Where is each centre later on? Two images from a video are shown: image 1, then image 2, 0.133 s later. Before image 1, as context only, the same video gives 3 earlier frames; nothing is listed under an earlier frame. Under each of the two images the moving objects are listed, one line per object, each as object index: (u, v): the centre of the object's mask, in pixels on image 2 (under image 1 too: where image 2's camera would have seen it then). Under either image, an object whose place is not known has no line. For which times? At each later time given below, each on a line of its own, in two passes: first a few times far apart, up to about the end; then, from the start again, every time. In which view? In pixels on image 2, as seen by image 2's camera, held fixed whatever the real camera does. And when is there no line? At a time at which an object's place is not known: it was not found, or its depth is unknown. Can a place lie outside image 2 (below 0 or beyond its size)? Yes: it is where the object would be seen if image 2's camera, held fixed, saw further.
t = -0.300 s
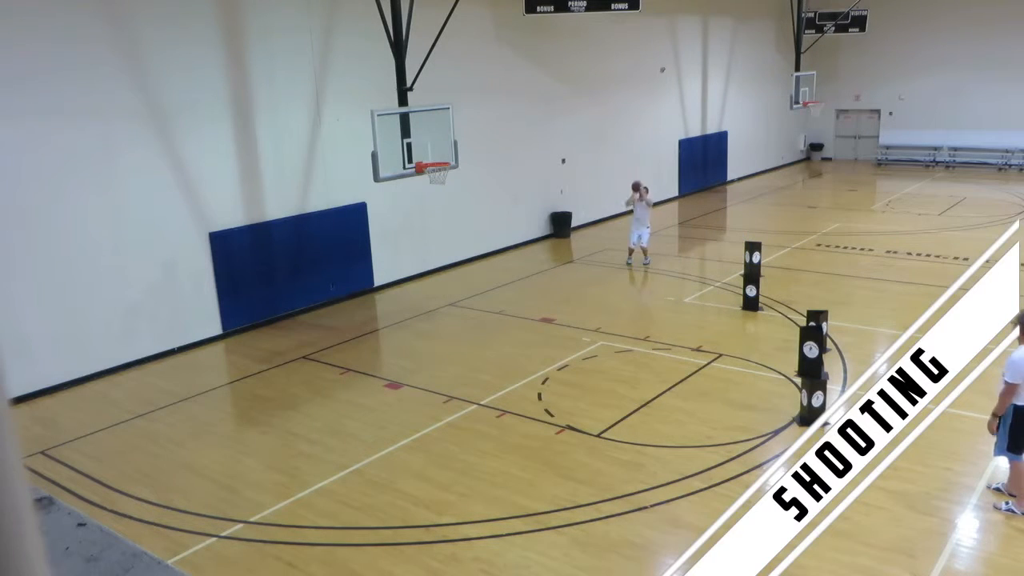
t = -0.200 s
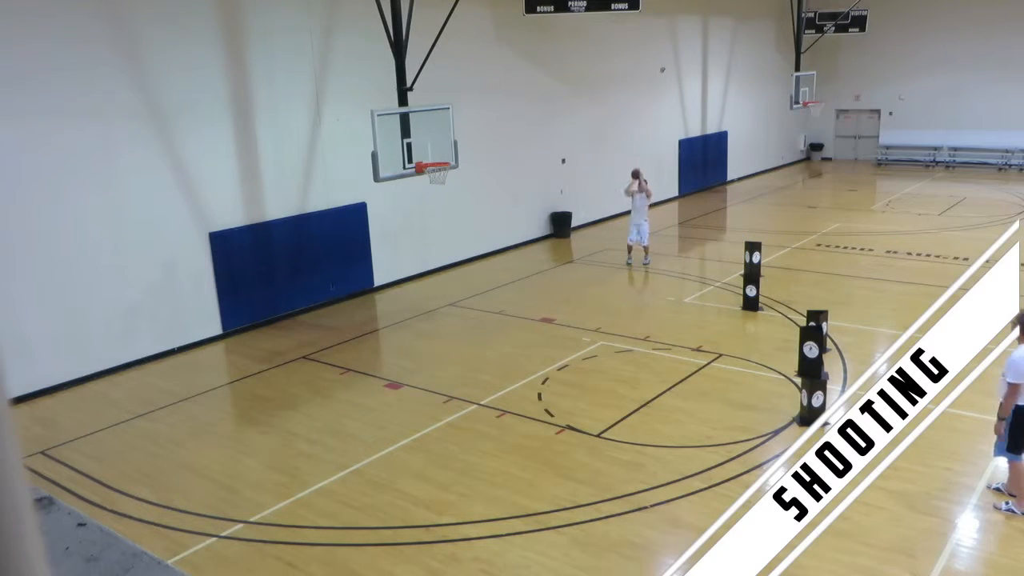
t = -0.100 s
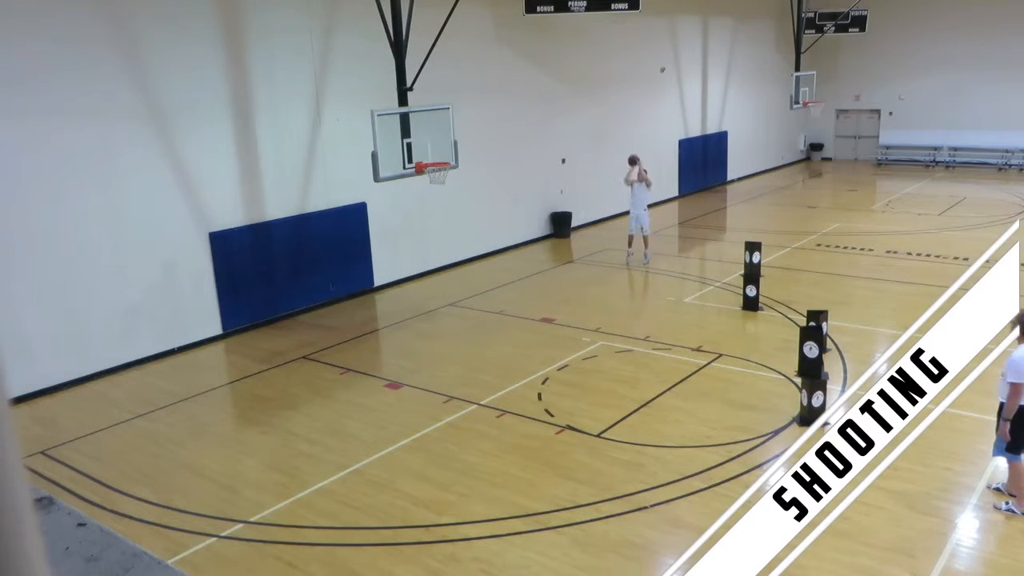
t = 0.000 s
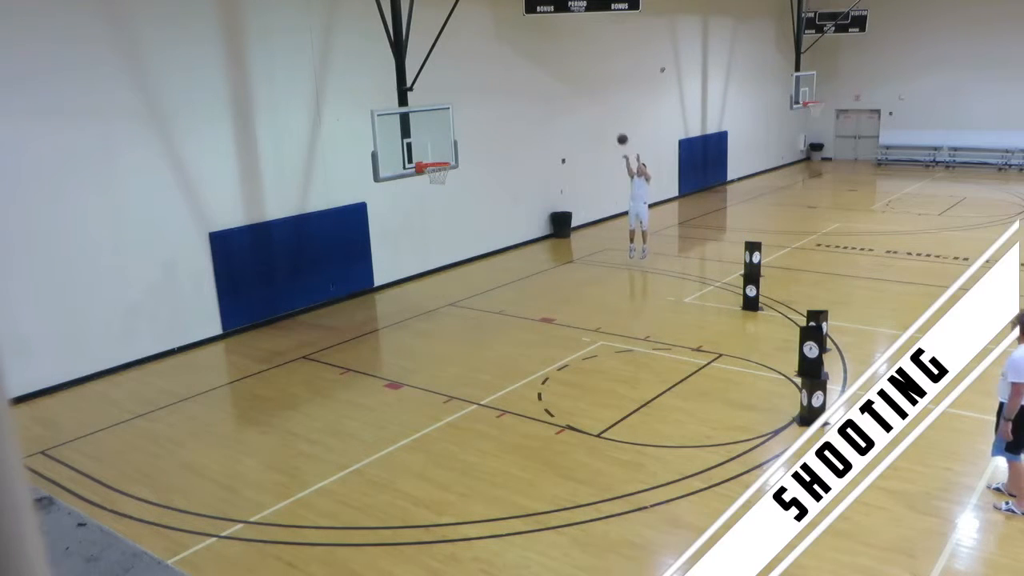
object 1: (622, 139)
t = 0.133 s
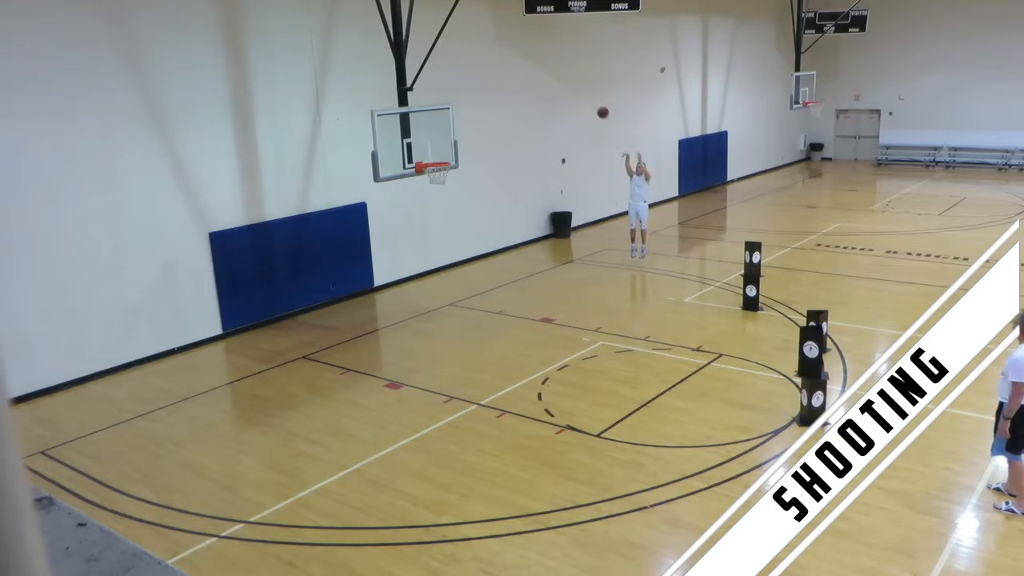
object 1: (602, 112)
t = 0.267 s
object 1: (582, 92)
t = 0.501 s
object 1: (543, 77)
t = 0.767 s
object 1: (494, 94)
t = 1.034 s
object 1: (441, 157)
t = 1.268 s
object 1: (420, 203)
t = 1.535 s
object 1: (406, 273)
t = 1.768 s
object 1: (399, 304)
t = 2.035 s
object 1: (398, 248)
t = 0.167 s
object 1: (597, 106)
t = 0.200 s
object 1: (592, 101)
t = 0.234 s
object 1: (587, 96)
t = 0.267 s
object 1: (582, 92)
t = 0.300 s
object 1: (576, 89)
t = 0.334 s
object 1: (571, 85)
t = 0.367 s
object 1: (565, 83)
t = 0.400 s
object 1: (560, 80)
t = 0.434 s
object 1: (554, 78)
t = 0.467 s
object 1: (548, 77)
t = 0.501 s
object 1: (543, 77)
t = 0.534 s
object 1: (537, 77)
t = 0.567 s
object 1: (531, 77)
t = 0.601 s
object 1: (525, 78)
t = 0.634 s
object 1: (519, 80)
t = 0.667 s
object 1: (513, 82)
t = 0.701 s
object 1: (506, 86)
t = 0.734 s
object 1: (500, 90)
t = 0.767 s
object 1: (494, 94)
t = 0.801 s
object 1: (488, 100)
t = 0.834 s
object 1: (481, 106)
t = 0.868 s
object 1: (475, 112)
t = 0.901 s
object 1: (468, 120)
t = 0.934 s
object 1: (462, 128)
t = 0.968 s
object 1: (455, 137)
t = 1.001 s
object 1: (448, 147)
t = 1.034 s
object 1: (441, 157)
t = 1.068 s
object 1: (435, 170)
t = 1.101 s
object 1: (431, 177)
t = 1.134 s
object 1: (428, 181)
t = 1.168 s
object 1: (426, 186)
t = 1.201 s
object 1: (424, 191)
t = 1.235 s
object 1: (422, 196)
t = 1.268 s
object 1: (420, 203)
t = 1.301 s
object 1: (418, 210)
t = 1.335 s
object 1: (416, 217)
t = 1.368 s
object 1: (414, 225)
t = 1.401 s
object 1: (413, 234)
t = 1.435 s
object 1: (411, 243)
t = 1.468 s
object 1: (410, 252)
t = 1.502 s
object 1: (408, 262)
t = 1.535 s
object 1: (406, 273)
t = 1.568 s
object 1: (405, 284)
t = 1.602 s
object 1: (404, 295)
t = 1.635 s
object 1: (402, 307)
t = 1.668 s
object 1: (401, 319)
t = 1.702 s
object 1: (400, 324)
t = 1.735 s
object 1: (400, 314)
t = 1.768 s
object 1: (399, 304)
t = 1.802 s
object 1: (399, 296)
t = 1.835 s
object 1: (399, 287)
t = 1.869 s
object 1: (398, 278)
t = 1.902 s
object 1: (398, 272)
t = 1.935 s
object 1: (398, 265)
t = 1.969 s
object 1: (398, 259)
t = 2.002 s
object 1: (398, 253)
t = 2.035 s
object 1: (398, 248)
